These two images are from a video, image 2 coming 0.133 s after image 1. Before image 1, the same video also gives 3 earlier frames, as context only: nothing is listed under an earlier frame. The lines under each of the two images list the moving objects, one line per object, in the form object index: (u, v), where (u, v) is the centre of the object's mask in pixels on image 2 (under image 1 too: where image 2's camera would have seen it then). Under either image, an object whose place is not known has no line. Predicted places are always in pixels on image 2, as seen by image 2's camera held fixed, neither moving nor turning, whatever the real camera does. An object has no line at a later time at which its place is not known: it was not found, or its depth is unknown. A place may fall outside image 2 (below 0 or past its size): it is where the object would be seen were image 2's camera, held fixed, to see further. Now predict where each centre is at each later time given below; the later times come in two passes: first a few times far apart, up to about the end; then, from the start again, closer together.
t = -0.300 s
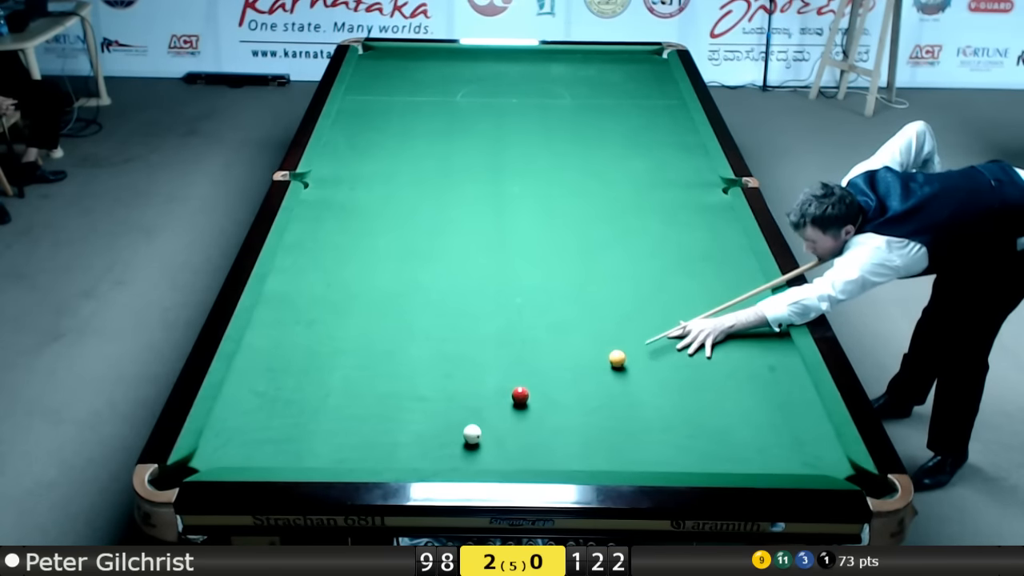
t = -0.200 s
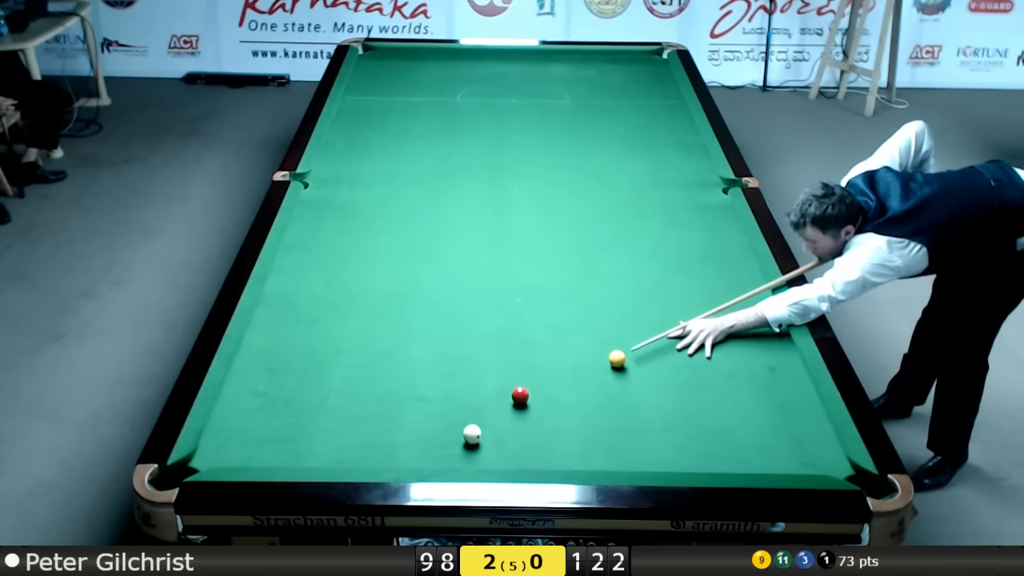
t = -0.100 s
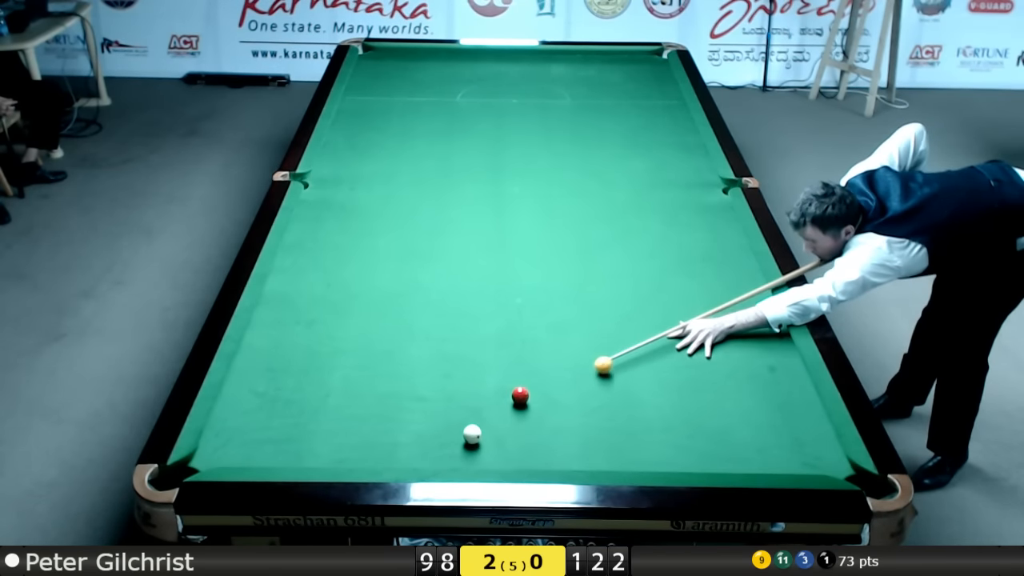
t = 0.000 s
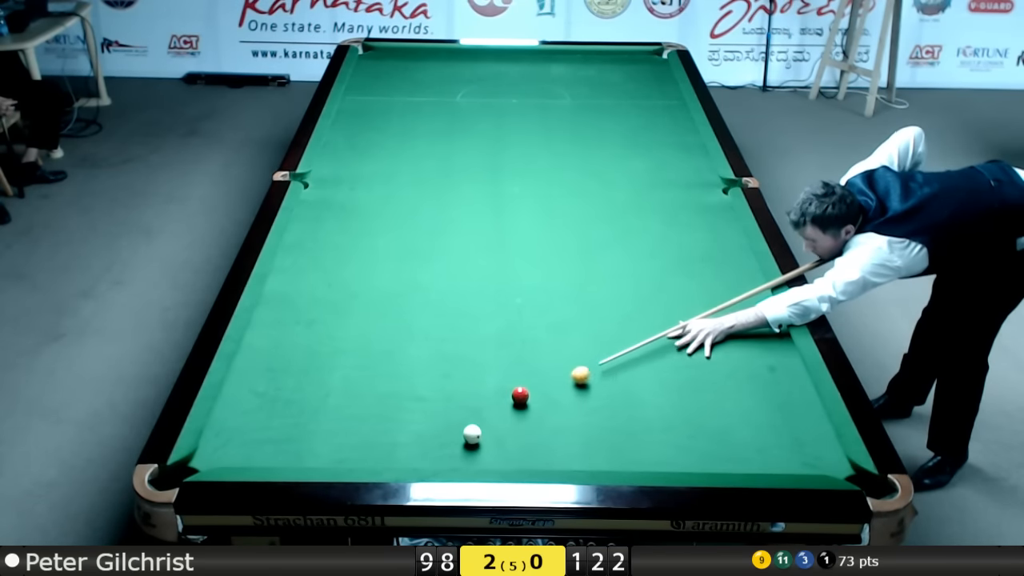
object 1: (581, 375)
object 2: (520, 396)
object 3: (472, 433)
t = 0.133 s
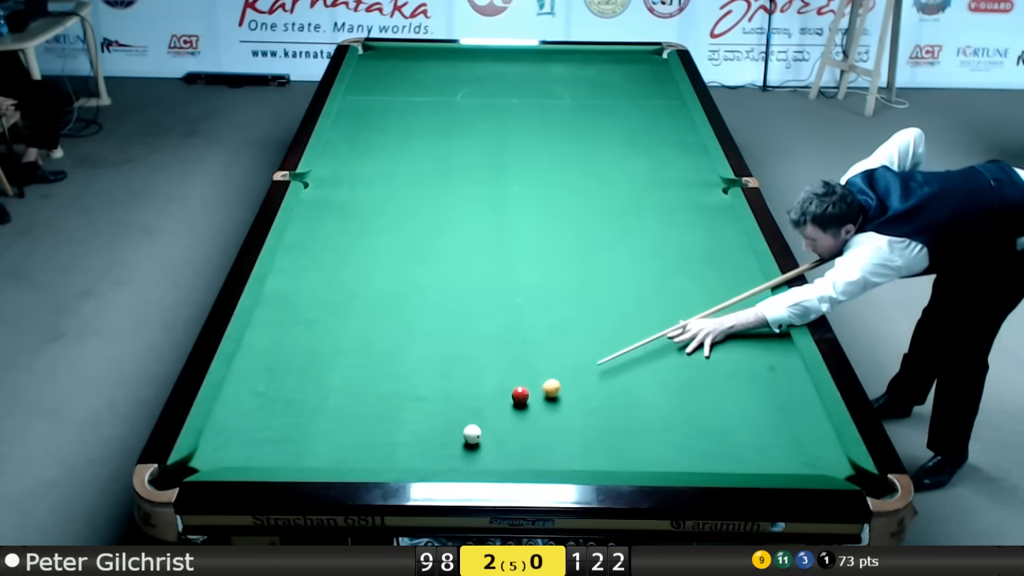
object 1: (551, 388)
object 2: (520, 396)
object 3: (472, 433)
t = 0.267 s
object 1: (536, 401)
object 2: (505, 396)
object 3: (472, 433)
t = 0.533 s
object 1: (522, 424)
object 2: (463, 401)
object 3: (472, 433)
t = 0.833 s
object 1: (507, 450)
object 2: (417, 405)
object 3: (472, 433)
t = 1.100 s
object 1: (492, 459)
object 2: (378, 409)
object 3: (472, 433)
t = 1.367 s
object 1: (477, 446)
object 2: (341, 412)
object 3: (471, 431)
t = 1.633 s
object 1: (471, 444)
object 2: (306, 416)
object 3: (466, 424)
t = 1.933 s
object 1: (466, 443)
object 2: (268, 420)
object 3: (461, 417)
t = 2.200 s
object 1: (464, 442)
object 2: (237, 423)
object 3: (457, 411)
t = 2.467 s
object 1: (464, 442)
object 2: (222, 425)
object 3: (454, 408)
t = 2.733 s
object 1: (464, 442)
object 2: (238, 428)
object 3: (453, 405)
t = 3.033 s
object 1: (464, 442)
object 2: (253, 430)
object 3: (452, 404)
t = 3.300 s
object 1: (464, 442)
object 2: (265, 432)
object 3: (452, 404)
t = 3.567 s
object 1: (464, 442)
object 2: (274, 433)
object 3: (452, 404)
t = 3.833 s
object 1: (464, 442)
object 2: (282, 434)
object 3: (452, 404)
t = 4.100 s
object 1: (464, 442)
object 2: (287, 435)
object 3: (452, 404)
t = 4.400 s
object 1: (464, 442)
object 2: (291, 435)
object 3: (452, 404)
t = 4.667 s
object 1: (464, 442)
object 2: (292, 435)
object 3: (452, 404)
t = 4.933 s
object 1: (464, 442)
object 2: (292, 434)
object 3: (452, 404)
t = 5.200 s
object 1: (464, 442)
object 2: (292, 434)
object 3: (452, 404)
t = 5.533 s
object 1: (464, 442)
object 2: (292, 435)
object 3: (452, 404)
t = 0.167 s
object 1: (544, 391)
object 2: (520, 395)
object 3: (472, 433)
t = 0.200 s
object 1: (537, 395)
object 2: (518, 395)
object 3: (472, 433)
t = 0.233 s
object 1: (537, 398)
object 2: (512, 396)
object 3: (472, 433)
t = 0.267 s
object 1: (536, 401)
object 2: (505, 396)
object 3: (472, 433)
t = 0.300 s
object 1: (534, 403)
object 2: (500, 397)
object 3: (472, 433)
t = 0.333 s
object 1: (533, 406)
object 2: (495, 398)
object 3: (472, 433)
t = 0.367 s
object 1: (531, 409)
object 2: (489, 398)
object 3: (472, 433)
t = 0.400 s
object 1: (529, 412)
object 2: (484, 399)
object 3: (472, 433)
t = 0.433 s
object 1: (528, 415)
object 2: (479, 399)
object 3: (472, 433)
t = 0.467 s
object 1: (526, 418)
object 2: (473, 399)
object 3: (472, 433)
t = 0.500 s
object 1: (524, 421)
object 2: (468, 400)
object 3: (472, 433)
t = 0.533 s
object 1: (522, 424)
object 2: (463, 401)
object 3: (472, 433)
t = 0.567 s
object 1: (521, 427)
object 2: (458, 401)
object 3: (472, 433)
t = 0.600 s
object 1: (519, 430)
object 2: (453, 402)
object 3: (472, 433)
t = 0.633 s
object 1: (517, 433)
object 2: (447, 402)
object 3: (472, 433)
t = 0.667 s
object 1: (516, 436)
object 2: (442, 402)
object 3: (472, 433)
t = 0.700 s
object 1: (514, 438)
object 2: (437, 403)
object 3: (472, 433)
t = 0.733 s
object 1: (512, 441)
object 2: (432, 403)
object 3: (472, 433)
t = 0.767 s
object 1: (511, 444)
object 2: (427, 404)
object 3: (472, 433)
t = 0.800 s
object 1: (509, 447)
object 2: (422, 405)
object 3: (472, 433)
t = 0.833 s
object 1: (507, 450)
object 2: (417, 405)
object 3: (472, 433)
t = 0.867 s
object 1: (506, 453)
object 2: (412, 405)
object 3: (472, 433)
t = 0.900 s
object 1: (503, 456)
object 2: (407, 406)
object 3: (472, 433)
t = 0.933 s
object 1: (502, 458)
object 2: (402, 407)
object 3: (472, 433)
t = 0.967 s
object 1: (500, 460)
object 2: (398, 407)
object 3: (472, 433)
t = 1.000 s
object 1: (498, 462)
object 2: (393, 407)
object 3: (472, 433)
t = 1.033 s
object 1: (497, 461)
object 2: (388, 408)
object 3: (472, 433)
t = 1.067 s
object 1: (494, 460)
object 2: (383, 408)
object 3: (472, 433)
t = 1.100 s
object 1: (492, 459)
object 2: (378, 409)
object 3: (472, 433)
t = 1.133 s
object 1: (490, 458)
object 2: (373, 409)
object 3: (472, 433)
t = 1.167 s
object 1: (489, 456)
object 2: (369, 410)
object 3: (472, 433)
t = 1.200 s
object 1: (487, 454)
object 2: (364, 410)
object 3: (472, 433)
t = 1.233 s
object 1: (484, 452)
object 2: (359, 411)
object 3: (472, 433)
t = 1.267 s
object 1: (483, 451)
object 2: (355, 411)
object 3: (472, 433)
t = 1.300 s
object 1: (481, 449)
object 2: (350, 411)
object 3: (472, 433)
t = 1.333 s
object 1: (479, 447)
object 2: (345, 412)
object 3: (471, 432)
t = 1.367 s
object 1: (477, 446)
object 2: (341, 412)
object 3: (471, 431)
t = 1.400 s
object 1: (476, 446)
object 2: (337, 413)
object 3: (470, 430)
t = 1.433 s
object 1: (476, 446)
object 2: (332, 413)
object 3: (469, 429)
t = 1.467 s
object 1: (475, 445)
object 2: (328, 414)
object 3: (469, 428)
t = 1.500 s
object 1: (474, 446)
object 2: (323, 415)
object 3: (468, 428)
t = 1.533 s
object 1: (473, 445)
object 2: (319, 415)
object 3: (468, 427)
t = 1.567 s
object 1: (472, 445)
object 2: (314, 415)
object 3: (467, 426)
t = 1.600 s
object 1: (472, 445)
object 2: (310, 416)
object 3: (466, 425)
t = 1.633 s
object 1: (471, 444)
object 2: (306, 416)
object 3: (466, 424)
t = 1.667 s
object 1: (470, 444)
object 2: (301, 416)
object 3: (465, 423)
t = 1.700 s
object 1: (470, 444)
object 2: (297, 417)
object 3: (465, 422)
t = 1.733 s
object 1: (469, 443)
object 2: (293, 417)
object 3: (464, 421)
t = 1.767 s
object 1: (468, 444)
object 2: (289, 418)
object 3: (463, 420)
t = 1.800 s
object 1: (468, 444)
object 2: (285, 418)
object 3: (463, 420)
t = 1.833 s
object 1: (468, 443)
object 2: (281, 419)
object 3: (462, 419)
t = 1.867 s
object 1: (467, 443)
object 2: (276, 419)
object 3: (462, 418)
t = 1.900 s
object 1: (467, 443)
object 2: (272, 419)
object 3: (461, 417)
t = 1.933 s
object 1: (466, 443)
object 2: (268, 420)
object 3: (461, 417)
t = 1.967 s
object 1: (466, 443)
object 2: (264, 420)
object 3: (460, 416)
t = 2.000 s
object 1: (466, 443)
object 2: (260, 421)
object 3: (460, 415)
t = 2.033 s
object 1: (465, 442)
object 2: (256, 421)
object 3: (459, 414)
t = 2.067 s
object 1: (465, 443)
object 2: (252, 421)
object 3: (459, 414)
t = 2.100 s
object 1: (465, 443)
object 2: (248, 422)
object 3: (458, 413)
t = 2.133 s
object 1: (464, 443)
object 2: (244, 422)
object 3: (458, 413)
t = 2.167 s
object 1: (464, 442)
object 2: (241, 422)
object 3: (457, 412)
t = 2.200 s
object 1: (464, 442)
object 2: (237, 423)
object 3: (457, 411)
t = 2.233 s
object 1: (464, 442)
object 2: (233, 423)
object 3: (457, 411)
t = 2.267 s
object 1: (464, 442)
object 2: (229, 423)
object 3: (456, 410)
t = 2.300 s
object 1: (464, 442)
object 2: (226, 424)
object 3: (456, 410)
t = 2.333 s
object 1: (464, 442)
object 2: (222, 424)
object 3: (455, 409)
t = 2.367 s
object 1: (463, 442)
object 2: (218, 425)
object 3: (455, 409)
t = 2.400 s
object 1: (464, 442)
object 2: (217, 425)
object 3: (455, 408)
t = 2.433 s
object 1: (463, 442)
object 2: (220, 425)
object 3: (455, 408)
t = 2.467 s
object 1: (464, 442)
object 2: (222, 425)
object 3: (454, 408)
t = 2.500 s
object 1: (463, 442)
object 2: (224, 426)
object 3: (454, 407)
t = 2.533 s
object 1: (464, 442)
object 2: (226, 426)
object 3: (454, 407)
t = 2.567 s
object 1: (464, 442)
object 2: (228, 426)
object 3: (454, 407)
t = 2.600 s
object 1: (464, 442)
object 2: (230, 427)
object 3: (453, 406)
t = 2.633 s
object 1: (464, 442)
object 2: (232, 427)
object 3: (453, 406)
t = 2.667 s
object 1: (464, 442)
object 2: (234, 427)
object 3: (453, 406)
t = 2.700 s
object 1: (464, 442)
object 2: (236, 427)
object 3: (453, 406)
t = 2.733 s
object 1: (464, 442)
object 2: (238, 428)
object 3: (453, 405)
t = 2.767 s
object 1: (464, 442)
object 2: (239, 428)
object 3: (452, 405)
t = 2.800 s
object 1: (464, 442)
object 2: (241, 428)
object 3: (452, 405)
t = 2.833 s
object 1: (464, 442)
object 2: (243, 428)
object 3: (452, 405)
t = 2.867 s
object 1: (464, 442)
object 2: (245, 428)
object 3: (452, 404)
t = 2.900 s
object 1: (464, 442)
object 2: (247, 429)
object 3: (452, 404)
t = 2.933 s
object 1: (464, 442)
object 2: (248, 429)
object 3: (452, 404)
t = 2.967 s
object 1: (464, 442)
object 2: (250, 429)
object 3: (452, 404)
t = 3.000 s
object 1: (464, 442)
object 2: (251, 429)
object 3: (452, 404)
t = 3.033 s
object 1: (464, 442)
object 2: (253, 430)
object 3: (452, 404)
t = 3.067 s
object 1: (464, 442)
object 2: (255, 430)
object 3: (452, 404)
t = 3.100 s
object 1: (464, 442)
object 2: (256, 430)
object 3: (452, 404)
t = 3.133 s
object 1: (464, 442)
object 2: (258, 430)
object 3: (452, 404)
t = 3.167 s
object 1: (464, 442)
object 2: (259, 431)
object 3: (452, 404)
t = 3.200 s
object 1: (464, 442)
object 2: (261, 431)
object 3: (452, 404)
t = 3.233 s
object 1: (464, 442)
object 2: (262, 431)
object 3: (452, 404)
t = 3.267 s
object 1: (464, 442)
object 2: (263, 431)
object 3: (452, 404)
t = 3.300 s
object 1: (464, 442)
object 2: (265, 432)
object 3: (452, 404)
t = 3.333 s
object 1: (464, 442)
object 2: (266, 432)
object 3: (452, 404)
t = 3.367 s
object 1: (464, 442)
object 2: (267, 432)
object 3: (452, 404)
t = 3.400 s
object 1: (464, 442)
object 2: (269, 432)
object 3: (452, 404)
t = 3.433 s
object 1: (464, 442)
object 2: (270, 432)
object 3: (452, 404)
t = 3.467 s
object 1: (464, 442)
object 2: (271, 433)
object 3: (452, 404)
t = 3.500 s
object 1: (464, 442)
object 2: (272, 433)
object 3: (452, 404)
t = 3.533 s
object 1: (464, 442)
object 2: (273, 433)
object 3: (452, 404)
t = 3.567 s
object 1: (464, 442)
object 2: (274, 433)
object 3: (452, 404)
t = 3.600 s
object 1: (464, 442)
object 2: (275, 433)
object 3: (452, 404)
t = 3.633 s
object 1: (464, 442)
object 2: (276, 433)
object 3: (452, 404)
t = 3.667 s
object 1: (464, 442)
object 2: (277, 433)
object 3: (452, 404)
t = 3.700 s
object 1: (464, 442)
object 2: (278, 434)
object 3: (452, 404)
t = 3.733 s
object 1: (464, 442)
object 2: (279, 434)
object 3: (452, 404)
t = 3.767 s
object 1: (464, 442)
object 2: (280, 434)
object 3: (452, 404)
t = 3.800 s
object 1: (464, 442)
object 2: (281, 434)
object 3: (452, 404)
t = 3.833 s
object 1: (464, 442)
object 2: (282, 434)
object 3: (452, 404)
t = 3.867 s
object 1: (464, 442)
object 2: (282, 434)
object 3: (452, 404)
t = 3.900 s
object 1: (464, 442)
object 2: (283, 434)
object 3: (452, 404)
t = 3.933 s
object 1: (464, 442)
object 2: (284, 434)
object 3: (452, 404)
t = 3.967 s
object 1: (464, 442)
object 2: (285, 434)
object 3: (452, 404)
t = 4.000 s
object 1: (464, 442)
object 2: (285, 434)
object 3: (452, 404)
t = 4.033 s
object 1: (464, 442)
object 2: (286, 434)
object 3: (452, 404)
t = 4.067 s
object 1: (464, 442)
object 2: (287, 434)
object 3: (452, 404)
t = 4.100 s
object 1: (464, 442)
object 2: (287, 435)
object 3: (452, 404)
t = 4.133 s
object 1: (464, 442)
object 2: (288, 435)
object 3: (452, 404)
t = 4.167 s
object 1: (464, 442)
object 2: (288, 435)
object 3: (452, 404)
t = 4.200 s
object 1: (464, 442)
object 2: (289, 434)
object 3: (452, 404)
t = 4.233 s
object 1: (464, 442)
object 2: (289, 435)
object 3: (452, 404)
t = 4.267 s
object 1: (464, 442)
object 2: (289, 434)
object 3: (452, 404)
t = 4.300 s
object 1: (464, 442)
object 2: (290, 434)
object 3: (452, 404)
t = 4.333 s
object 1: (464, 442)
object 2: (290, 434)
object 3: (452, 404)
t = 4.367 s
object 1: (464, 442)
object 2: (291, 435)
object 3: (452, 404)
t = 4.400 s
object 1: (464, 442)
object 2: (291, 435)
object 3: (452, 404)
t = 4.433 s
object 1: (464, 442)
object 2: (291, 435)
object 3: (452, 404)
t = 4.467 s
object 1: (464, 442)
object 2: (291, 435)
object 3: (452, 404)
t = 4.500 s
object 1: (464, 442)
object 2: (291, 435)
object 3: (452, 404)
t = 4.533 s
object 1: (464, 442)
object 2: (292, 435)
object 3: (452, 404)
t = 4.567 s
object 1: (464, 442)
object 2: (292, 435)
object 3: (452, 404)
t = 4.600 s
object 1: (464, 442)
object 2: (292, 435)
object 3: (452, 404)
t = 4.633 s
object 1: (464, 442)
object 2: (292, 435)
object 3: (452, 404)
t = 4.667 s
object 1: (464, 442)
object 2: (292, 435)
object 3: (452, 404)
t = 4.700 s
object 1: (464, 442)
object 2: (292, 435)
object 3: (452, 404)
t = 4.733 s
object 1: (464, 442)
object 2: (292, 435)
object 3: (452, 404)
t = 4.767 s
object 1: (464, 442)
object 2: (292, 435)
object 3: (452, 404)
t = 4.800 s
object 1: (464, 442)
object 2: (292, 435)
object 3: (452, 404)
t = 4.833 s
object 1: (464, 442)
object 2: (292, 435)
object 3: (452, 404)
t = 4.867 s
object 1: (464, 442)
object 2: (292, 435)
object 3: (452, 404)
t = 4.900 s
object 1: (464, 443)
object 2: (292, 435)
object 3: (452, 404)
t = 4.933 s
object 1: (464, 442)
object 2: (292, 434)
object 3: (452, 404)
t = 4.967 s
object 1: (464, 442)
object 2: (292, 434)
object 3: (452, 404)
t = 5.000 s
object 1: (464, 442)
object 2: (292, 434)
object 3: (452, 404)
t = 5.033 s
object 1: (464, 442)
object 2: (292, 434)
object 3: (452, 404)
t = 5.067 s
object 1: (464, 442)
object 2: (292, 434)
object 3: (452, 404)
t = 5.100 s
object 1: (464, 442)
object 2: (292, 434)
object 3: (452, 404)
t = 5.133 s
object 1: (464, 442)
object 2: (292, 434)
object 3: (452, 404)
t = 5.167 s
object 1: (464, 442)
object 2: (292, 434)
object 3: (452, 404)
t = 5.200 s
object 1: (464, 442)
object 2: (292, 434)
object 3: (452, 404)
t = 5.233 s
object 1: (464, 442)
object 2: (292, 435)
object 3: (452, 404)
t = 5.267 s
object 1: (464, 442)
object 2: (292, 435)
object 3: (452, 404)
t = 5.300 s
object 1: (464, 442)
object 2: (292, 435)
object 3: (452, 404)
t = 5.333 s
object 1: (464, 442)
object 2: (292, 435)
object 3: (452, 404)
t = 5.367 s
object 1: (464, 442)
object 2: (292, 434)
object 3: (452, 404)
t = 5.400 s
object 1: (464, 442)
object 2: (292, 434)
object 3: (452, 404)
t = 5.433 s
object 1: (464, 442)
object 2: (292, 434)
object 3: (452, 404)
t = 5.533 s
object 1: (464, 442)
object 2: (292, 435)
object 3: (452, 404)
